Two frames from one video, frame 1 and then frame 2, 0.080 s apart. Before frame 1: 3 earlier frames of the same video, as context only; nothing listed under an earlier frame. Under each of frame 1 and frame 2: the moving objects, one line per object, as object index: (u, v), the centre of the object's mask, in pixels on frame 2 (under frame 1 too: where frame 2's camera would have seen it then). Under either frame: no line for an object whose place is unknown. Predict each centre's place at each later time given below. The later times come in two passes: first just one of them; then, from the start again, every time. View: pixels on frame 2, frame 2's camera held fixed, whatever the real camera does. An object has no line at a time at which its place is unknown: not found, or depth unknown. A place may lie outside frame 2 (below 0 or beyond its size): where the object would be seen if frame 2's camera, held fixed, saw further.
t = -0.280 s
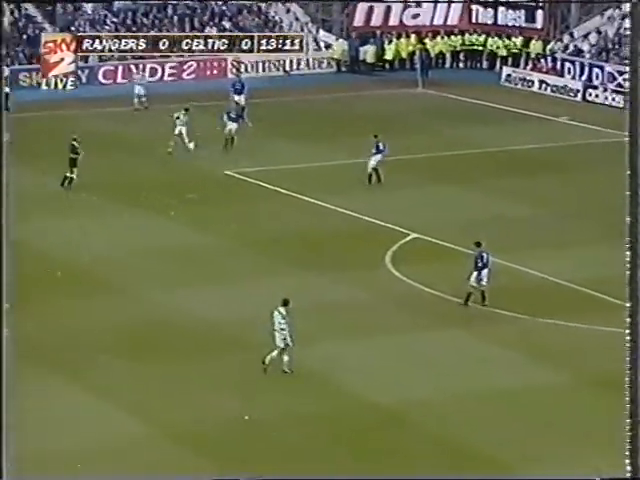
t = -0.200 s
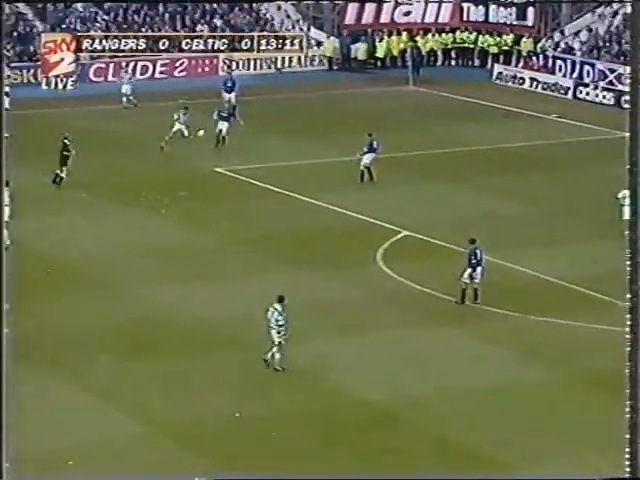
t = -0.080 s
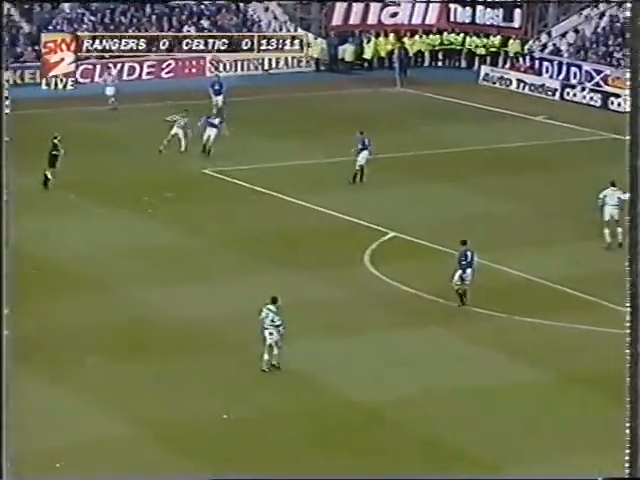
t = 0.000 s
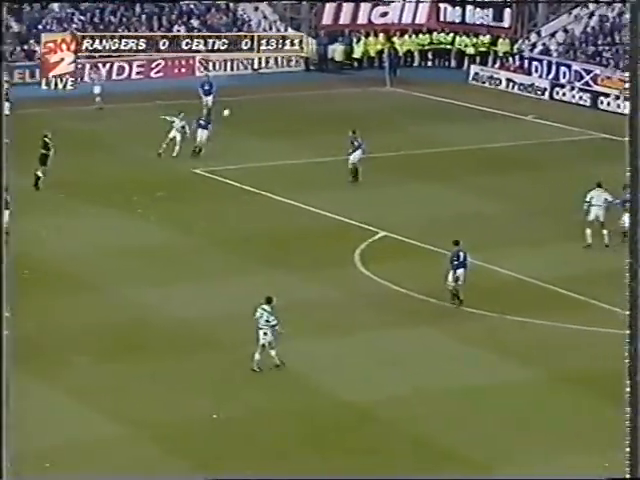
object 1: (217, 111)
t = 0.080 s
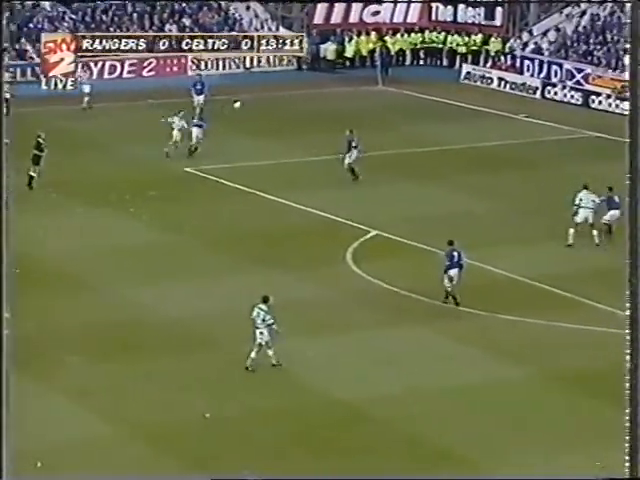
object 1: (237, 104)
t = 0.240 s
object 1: (279, 96)
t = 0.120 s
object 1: (248, 101)
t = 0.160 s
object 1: (258, 99)
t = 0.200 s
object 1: (268, 98)
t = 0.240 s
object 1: (279, 96)
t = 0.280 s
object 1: (291, 94)
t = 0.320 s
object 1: (301, 94)
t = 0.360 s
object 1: (312, 94)
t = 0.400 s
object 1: (324, 94)
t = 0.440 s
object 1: (335, 94)
